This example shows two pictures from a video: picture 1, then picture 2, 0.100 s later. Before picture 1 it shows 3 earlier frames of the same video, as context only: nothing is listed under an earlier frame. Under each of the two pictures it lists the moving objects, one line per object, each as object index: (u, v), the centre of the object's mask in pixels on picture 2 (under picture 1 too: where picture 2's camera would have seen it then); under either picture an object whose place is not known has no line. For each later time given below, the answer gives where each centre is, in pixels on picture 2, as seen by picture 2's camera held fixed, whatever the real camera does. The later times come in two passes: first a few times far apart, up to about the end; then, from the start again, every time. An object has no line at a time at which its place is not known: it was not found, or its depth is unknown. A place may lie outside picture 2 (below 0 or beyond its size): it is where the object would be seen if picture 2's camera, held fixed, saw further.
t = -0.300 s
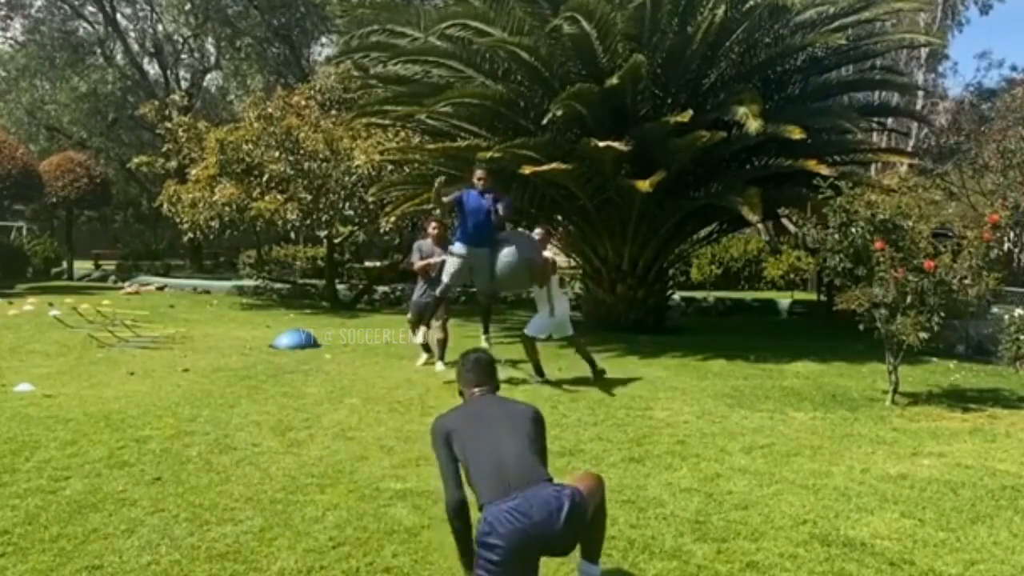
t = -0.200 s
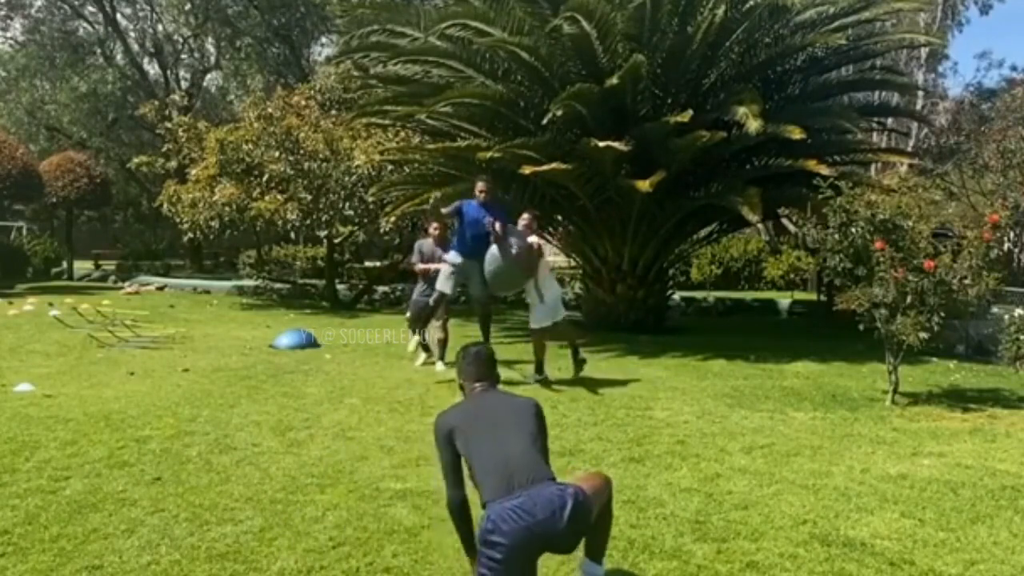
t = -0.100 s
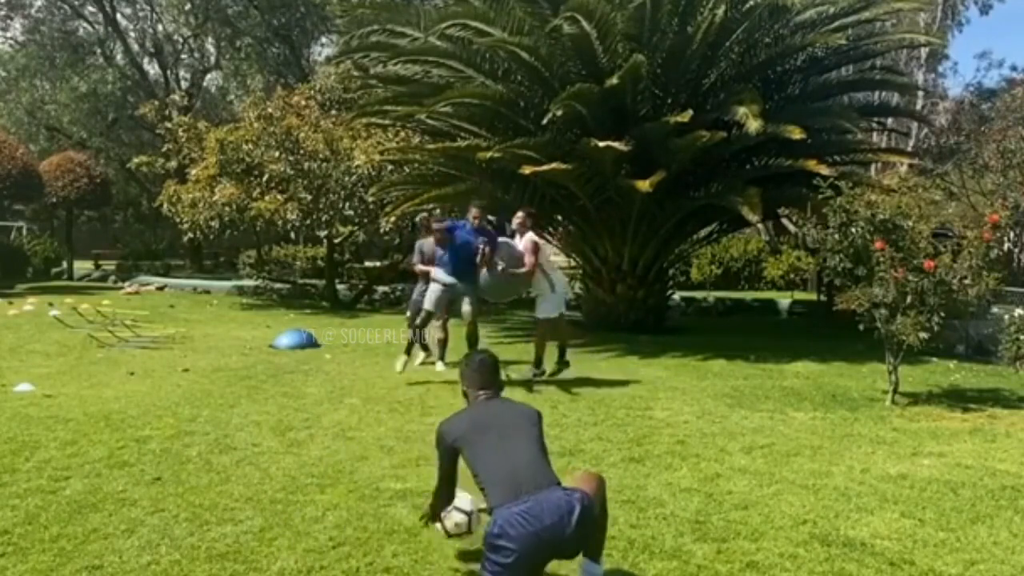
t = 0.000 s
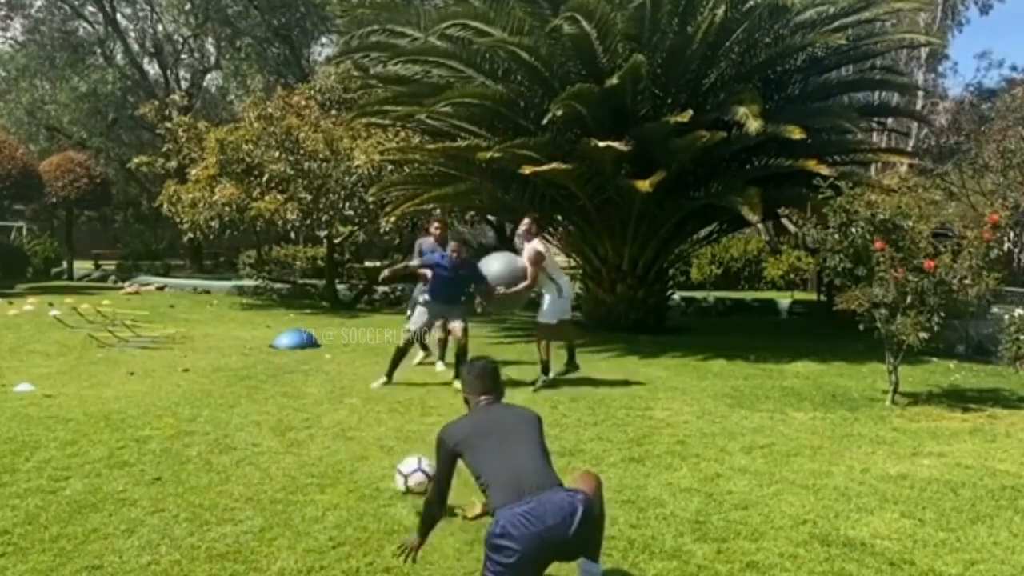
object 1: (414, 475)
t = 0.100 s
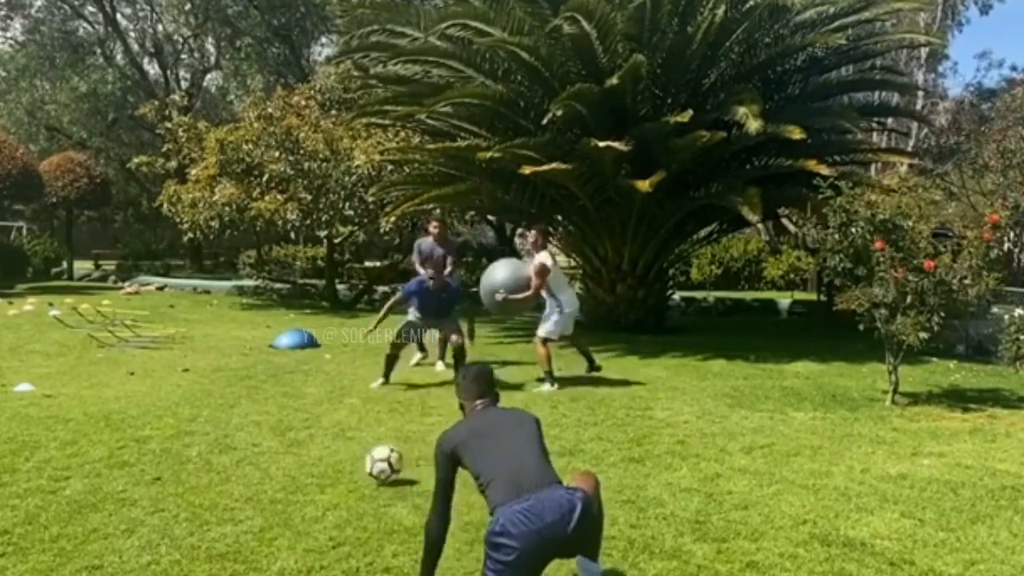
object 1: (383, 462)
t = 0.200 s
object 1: (366, 443)
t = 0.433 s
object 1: (342, 419)
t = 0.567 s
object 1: (333, 406)
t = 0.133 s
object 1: (376, 462)
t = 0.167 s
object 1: (370, 452)
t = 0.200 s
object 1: (366, 443)
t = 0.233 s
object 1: (362, 434)
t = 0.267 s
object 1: (358, 428)
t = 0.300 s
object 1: (355, 424)
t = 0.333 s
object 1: (351, 422)
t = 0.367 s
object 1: (347, 422)
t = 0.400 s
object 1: (344, 423)
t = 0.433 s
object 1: (342, 419)
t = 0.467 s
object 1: (339, 414)
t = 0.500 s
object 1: (337, 410)
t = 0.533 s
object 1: (335, 408)
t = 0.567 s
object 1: (333, 406)
